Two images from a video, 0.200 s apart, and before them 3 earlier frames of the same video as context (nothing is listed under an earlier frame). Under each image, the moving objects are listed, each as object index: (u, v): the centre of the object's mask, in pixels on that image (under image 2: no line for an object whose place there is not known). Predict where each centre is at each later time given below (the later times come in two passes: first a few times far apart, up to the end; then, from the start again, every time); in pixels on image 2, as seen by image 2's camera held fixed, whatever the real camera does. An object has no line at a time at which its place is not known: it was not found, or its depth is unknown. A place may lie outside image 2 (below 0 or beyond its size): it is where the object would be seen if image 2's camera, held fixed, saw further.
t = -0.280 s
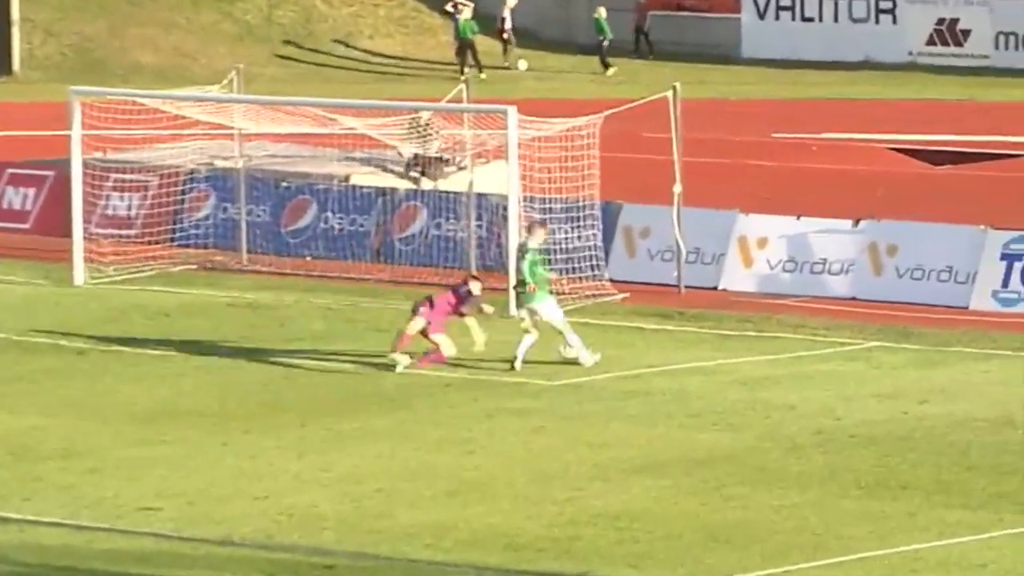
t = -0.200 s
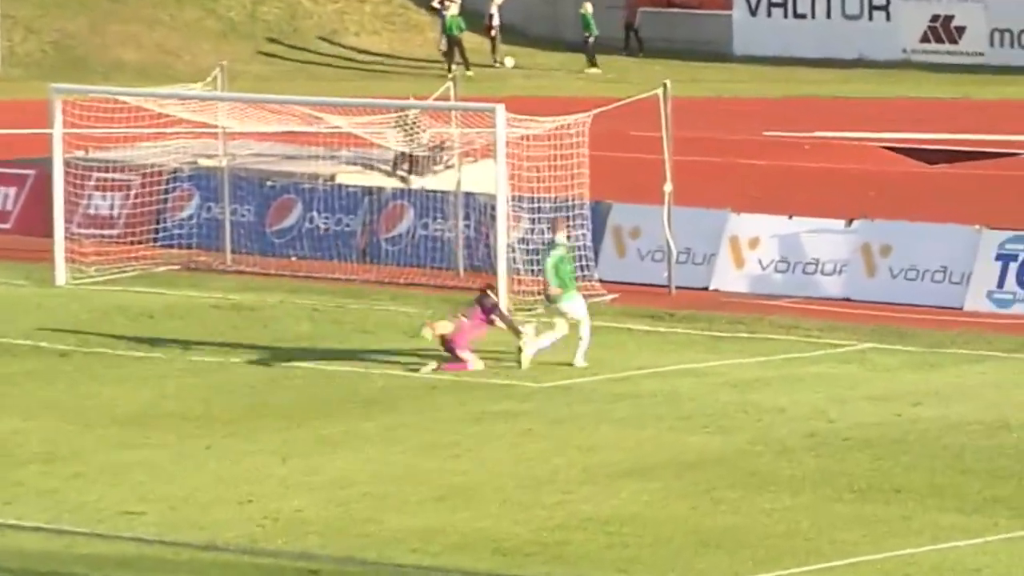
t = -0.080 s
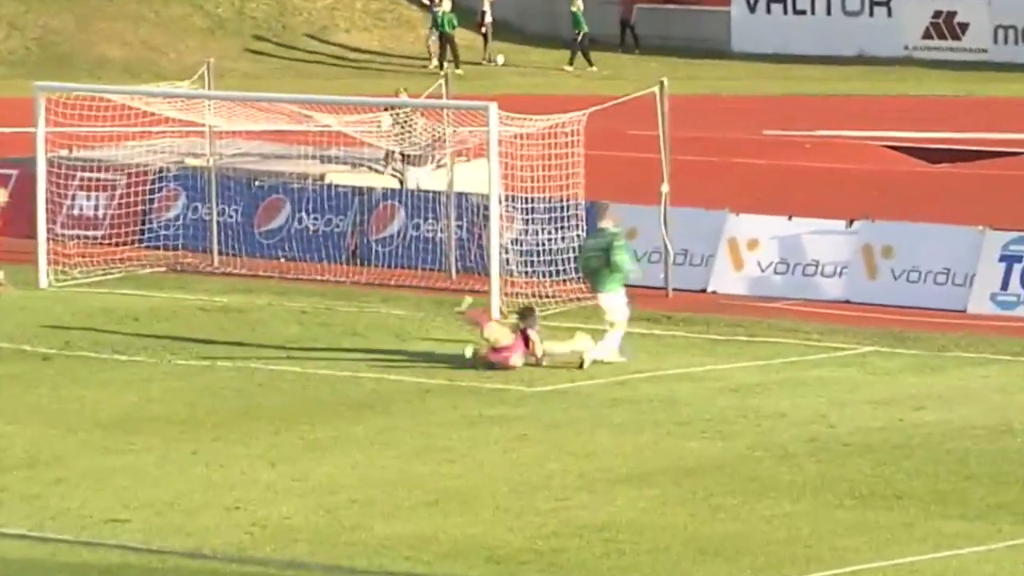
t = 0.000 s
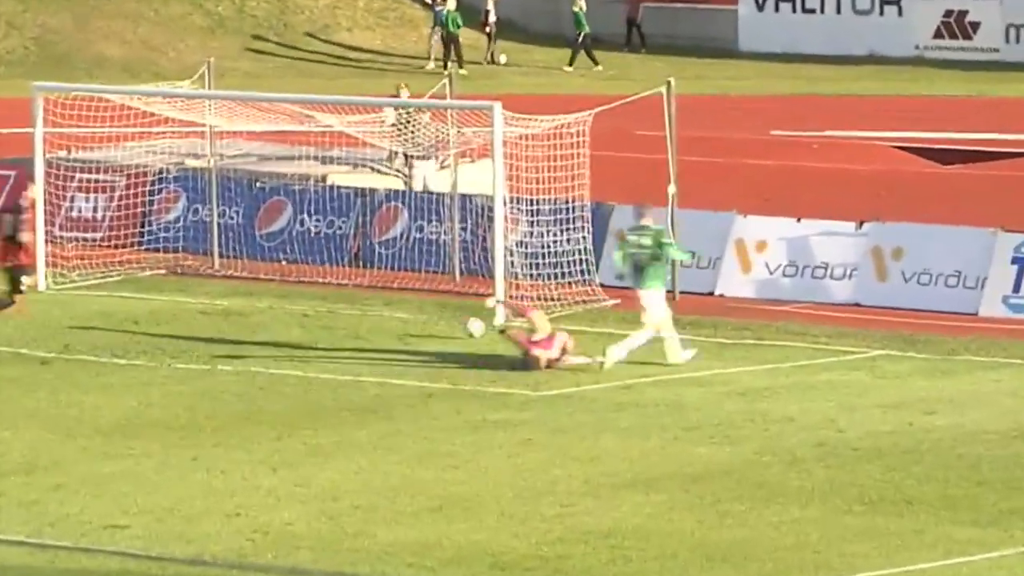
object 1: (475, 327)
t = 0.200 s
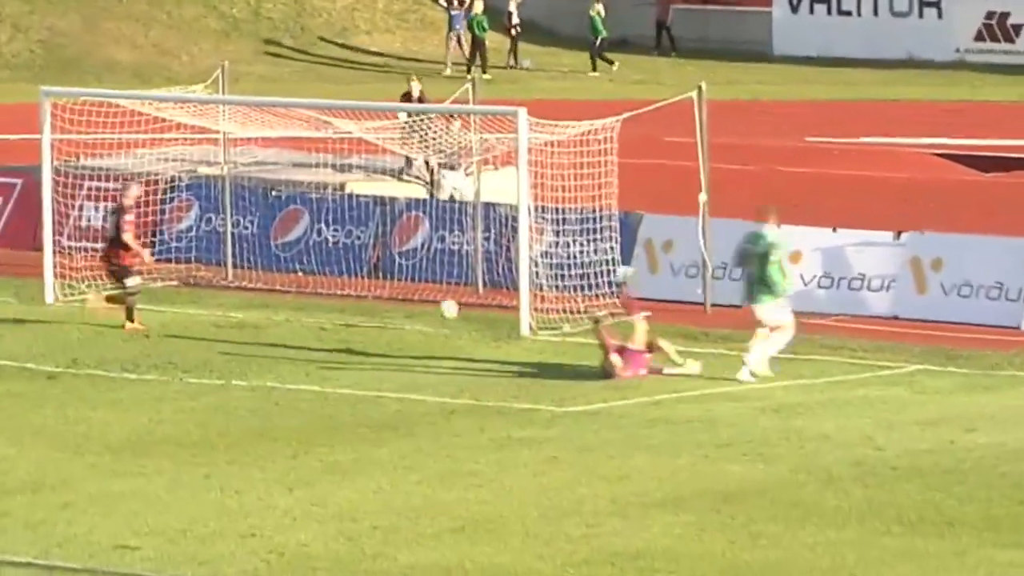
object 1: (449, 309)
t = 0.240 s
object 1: (440, 304)
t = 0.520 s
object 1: (377, 286)
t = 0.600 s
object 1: (360, 279)
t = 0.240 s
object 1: (440, 304)
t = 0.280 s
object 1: (431, 301)
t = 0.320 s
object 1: (421, 300)
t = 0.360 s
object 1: (413, 296)
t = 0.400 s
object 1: (403, 297)
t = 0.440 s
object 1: (393, 299)
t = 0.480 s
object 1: (386, 292)
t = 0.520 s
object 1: (377, 286)
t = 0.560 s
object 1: (369, 281)
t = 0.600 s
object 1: (360, 279)
